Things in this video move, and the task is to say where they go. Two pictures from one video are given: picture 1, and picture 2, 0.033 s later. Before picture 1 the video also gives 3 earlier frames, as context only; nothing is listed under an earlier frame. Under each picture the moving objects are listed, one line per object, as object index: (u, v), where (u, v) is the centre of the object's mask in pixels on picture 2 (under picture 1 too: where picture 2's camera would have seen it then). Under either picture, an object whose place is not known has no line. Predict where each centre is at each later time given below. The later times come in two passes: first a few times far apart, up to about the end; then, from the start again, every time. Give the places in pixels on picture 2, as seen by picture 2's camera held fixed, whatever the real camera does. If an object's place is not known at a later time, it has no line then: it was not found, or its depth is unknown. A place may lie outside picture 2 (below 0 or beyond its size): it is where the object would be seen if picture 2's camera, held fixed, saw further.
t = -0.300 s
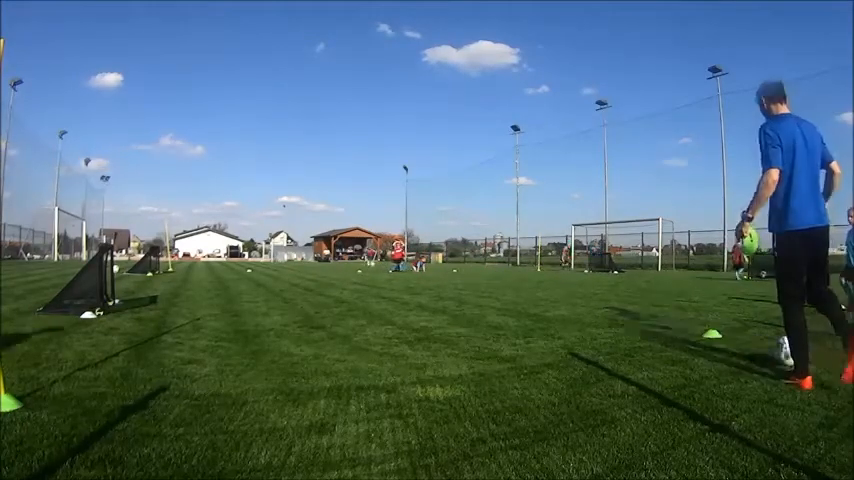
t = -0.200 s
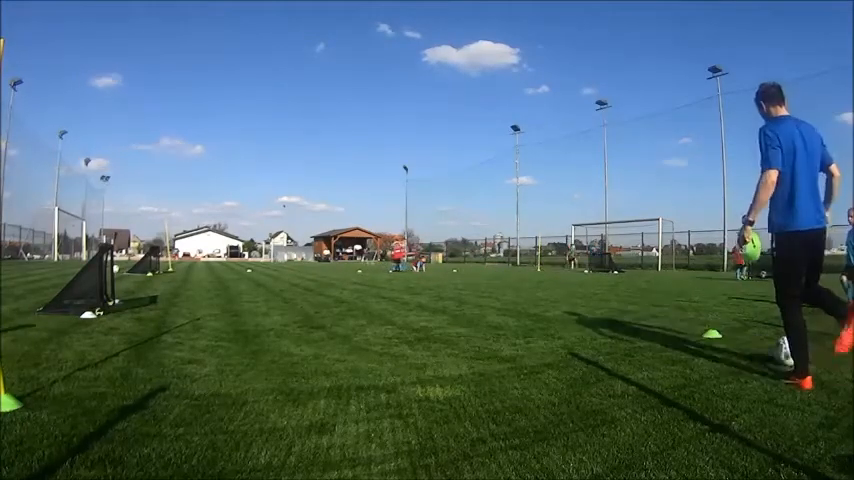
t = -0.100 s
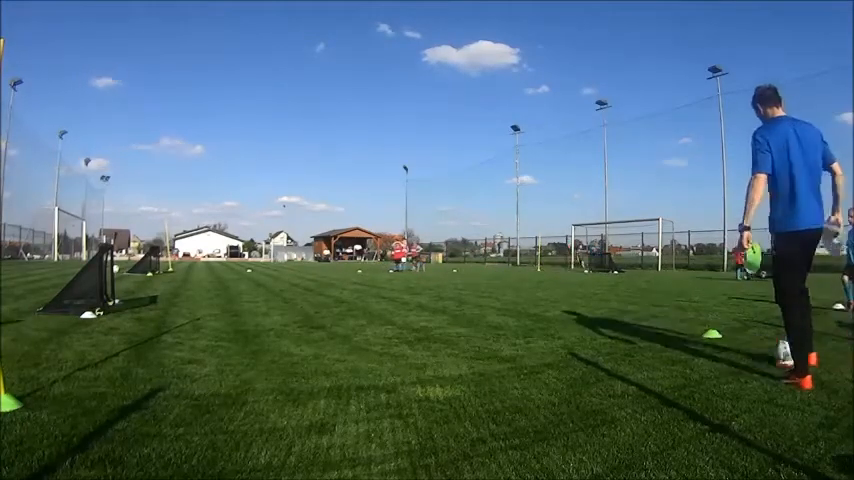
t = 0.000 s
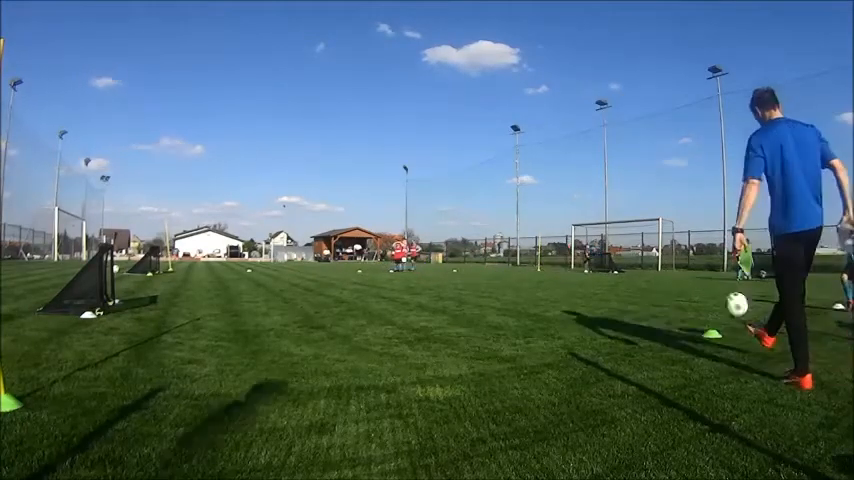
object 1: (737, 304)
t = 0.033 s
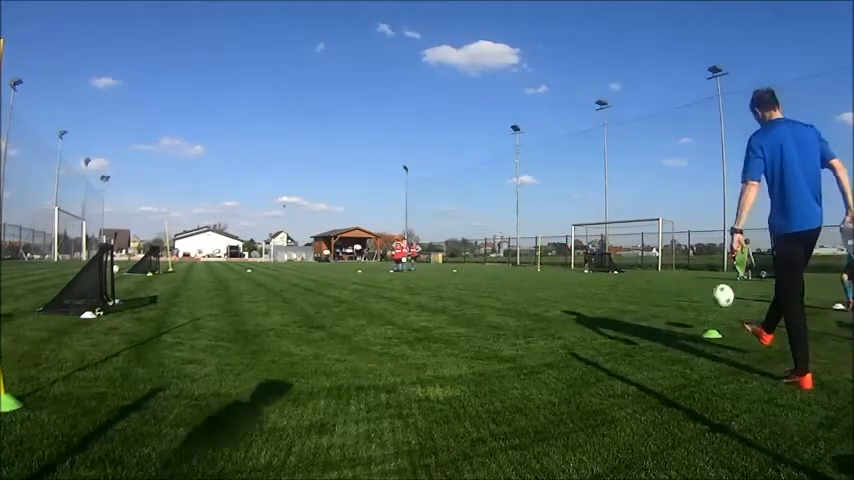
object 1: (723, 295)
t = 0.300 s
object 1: (657, 277)
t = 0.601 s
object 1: (632, 284)
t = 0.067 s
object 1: (711, 288)
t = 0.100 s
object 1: (700, 283)
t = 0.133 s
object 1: (691, 279)
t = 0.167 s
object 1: (683, 277)
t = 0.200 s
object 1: (675, 275)
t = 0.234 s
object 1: (668, 275)
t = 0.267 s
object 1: (663, 276)
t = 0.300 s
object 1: (657, 277)
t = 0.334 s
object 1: (652, 279)
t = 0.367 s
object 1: (648, 281)
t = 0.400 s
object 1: (644, 284)
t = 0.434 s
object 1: (640, 288)
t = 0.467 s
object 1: (637, 290)
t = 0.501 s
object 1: (636, 287)
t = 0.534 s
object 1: (634, 286)
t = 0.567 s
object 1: (633, 285)
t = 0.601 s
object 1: (632, 284)
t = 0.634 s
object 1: (630, 284)
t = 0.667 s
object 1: (629, 284)
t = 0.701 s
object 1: (628, 286)
